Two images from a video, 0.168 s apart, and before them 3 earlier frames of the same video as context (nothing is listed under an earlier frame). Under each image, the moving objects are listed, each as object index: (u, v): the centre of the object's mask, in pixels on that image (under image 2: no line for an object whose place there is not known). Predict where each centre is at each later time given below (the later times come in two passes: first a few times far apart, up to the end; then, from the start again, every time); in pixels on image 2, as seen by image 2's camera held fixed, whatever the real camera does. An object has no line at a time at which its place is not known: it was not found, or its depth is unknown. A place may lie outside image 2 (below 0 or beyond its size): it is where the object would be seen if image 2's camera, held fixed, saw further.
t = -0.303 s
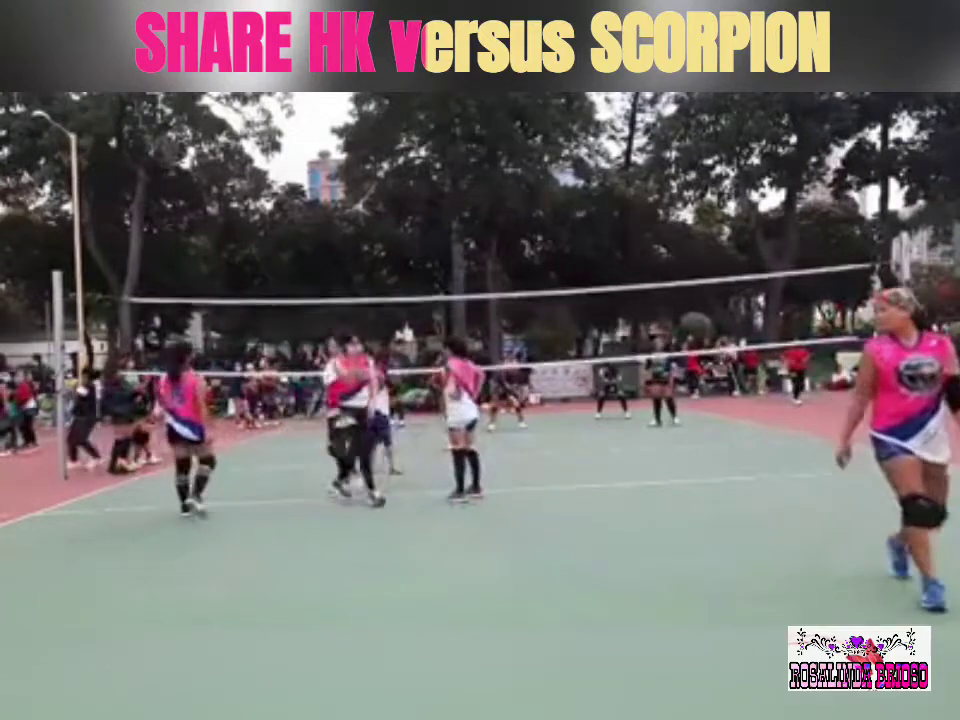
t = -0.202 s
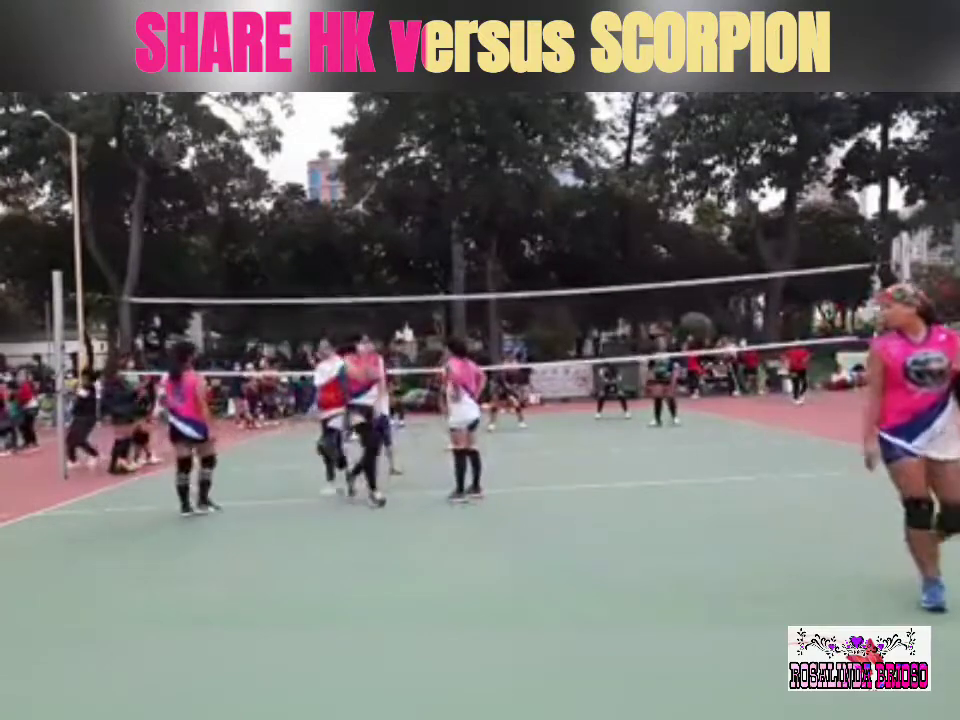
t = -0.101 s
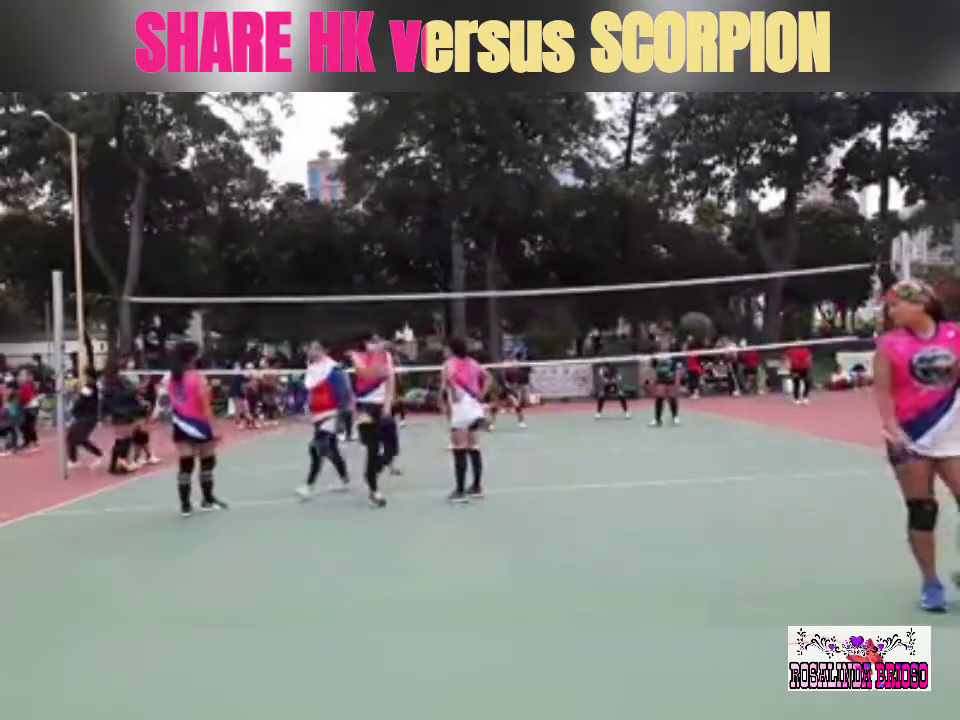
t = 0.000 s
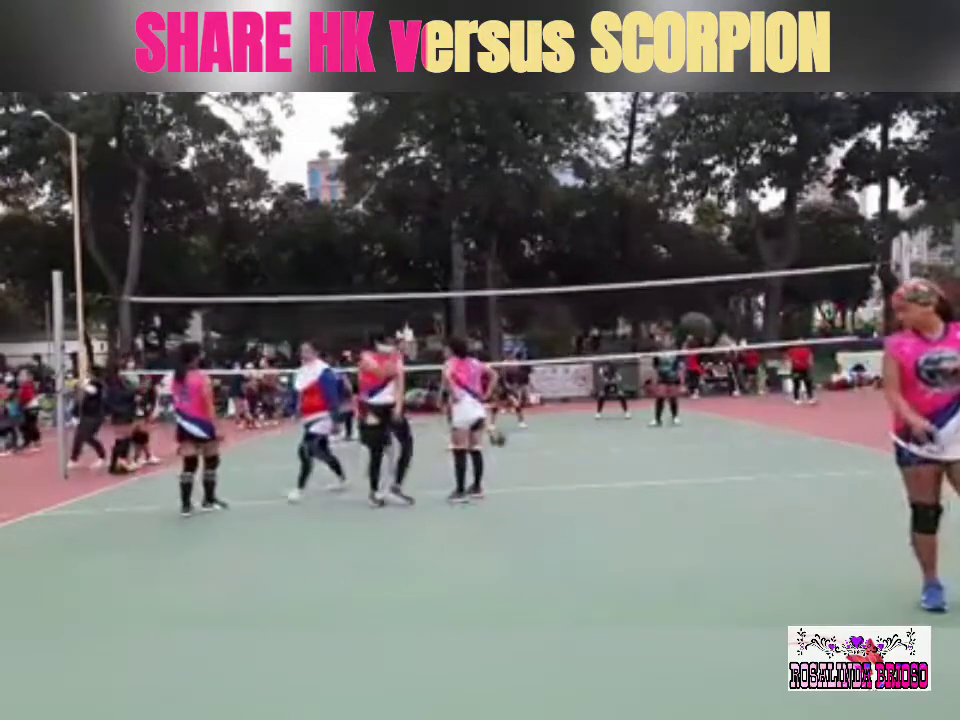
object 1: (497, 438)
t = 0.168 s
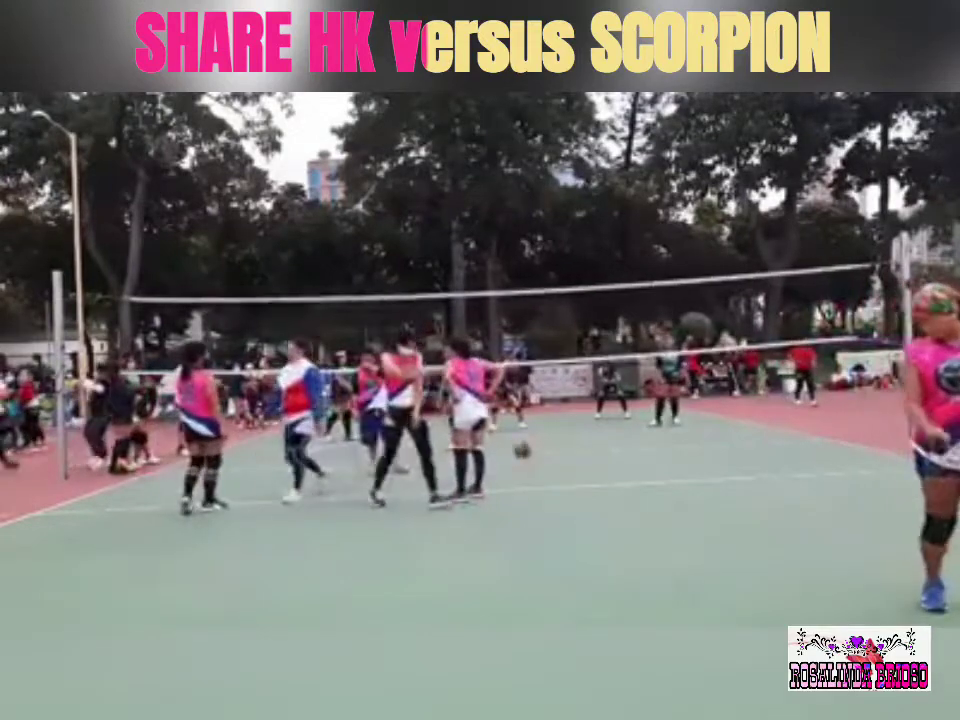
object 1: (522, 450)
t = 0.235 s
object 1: (532, 442)
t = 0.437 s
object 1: (566, 441)
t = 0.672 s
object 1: (614, 478)
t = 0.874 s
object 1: (658, 461)
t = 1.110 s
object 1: (723, 503)
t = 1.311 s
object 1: (784, 488)
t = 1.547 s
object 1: (875, 523)
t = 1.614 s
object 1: (903, 518)
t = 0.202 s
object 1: (527, 445)
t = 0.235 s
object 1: (532, 442)
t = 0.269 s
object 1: (536, 441)
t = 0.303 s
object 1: (542, 438)
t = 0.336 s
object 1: (547, 437)
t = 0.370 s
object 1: (554, 437)
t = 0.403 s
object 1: (560, 439)
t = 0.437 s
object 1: (566, 441)
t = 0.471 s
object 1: (572, 445)
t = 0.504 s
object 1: (579, 448)
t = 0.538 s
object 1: (586, 454)
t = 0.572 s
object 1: (592, 462)
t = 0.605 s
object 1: (600, 471)
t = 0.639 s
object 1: (607, 483)
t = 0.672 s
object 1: (614, 478)
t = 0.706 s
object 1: (621, 472)
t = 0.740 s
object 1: (628, 467)
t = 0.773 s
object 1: (635, 465)
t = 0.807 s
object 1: (643, 463)
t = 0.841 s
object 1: (650, 463)
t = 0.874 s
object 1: (658, 461)
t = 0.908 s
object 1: (666, 463)
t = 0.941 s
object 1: (676, 464)
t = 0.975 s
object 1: (684, 470)
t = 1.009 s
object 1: (694, 476)
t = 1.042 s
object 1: (703, 484)
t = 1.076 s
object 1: (713, 491)
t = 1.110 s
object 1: (723, 503)
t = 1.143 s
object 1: (734, 498)
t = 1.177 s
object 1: (743, 496)
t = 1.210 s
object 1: (753, 491)
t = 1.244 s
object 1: (762, 491)
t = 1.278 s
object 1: (774, 487)
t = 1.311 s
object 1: (784, 488)
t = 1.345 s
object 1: (796, 489)
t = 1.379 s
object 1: (808, 494)
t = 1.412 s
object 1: (822, 500)
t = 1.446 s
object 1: (833, 509)
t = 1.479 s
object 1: (847, 516)
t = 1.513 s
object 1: (860, 528)
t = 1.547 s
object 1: (875, 523)
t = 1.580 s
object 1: (888, 521)
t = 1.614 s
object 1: (903, 518)
